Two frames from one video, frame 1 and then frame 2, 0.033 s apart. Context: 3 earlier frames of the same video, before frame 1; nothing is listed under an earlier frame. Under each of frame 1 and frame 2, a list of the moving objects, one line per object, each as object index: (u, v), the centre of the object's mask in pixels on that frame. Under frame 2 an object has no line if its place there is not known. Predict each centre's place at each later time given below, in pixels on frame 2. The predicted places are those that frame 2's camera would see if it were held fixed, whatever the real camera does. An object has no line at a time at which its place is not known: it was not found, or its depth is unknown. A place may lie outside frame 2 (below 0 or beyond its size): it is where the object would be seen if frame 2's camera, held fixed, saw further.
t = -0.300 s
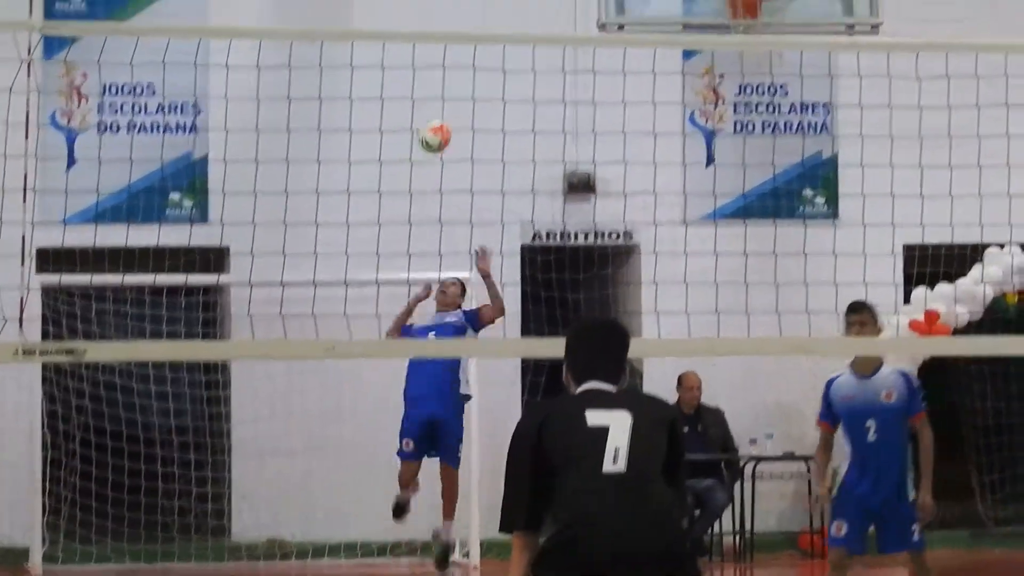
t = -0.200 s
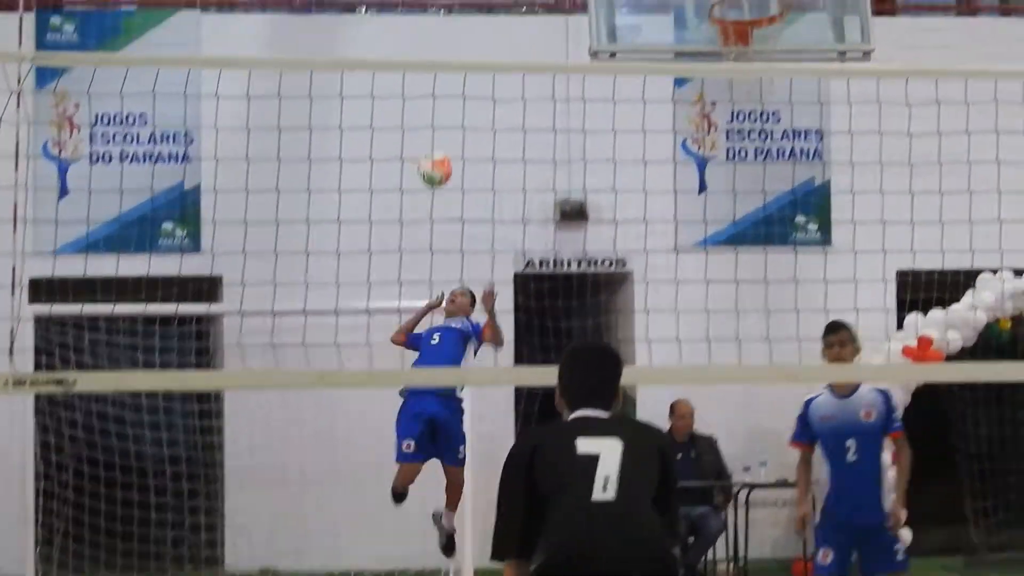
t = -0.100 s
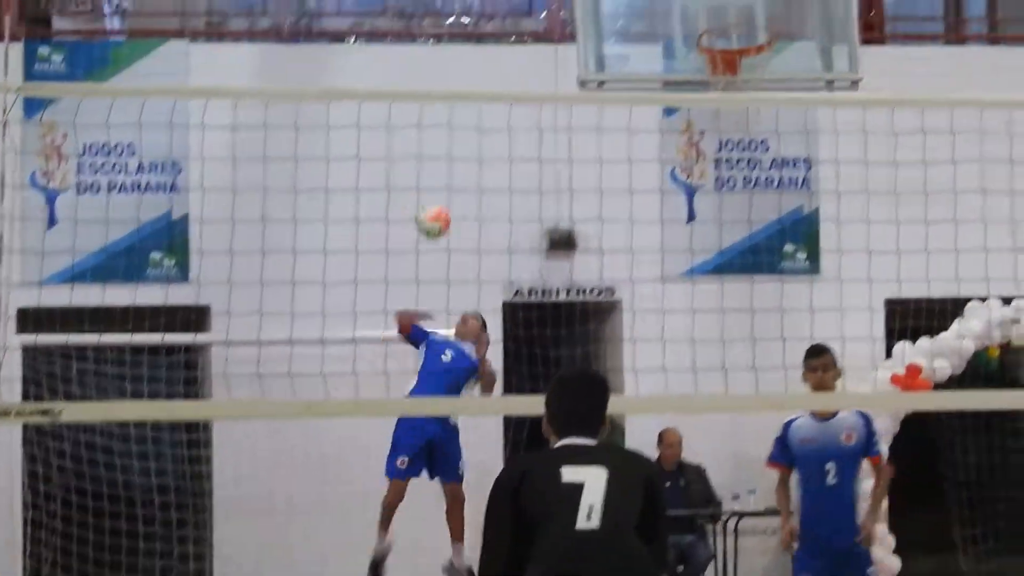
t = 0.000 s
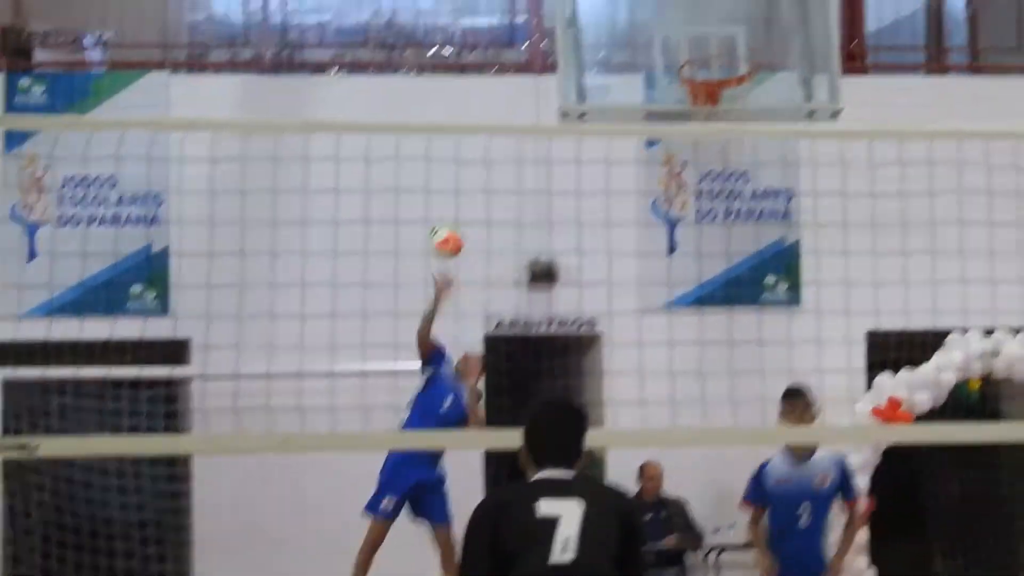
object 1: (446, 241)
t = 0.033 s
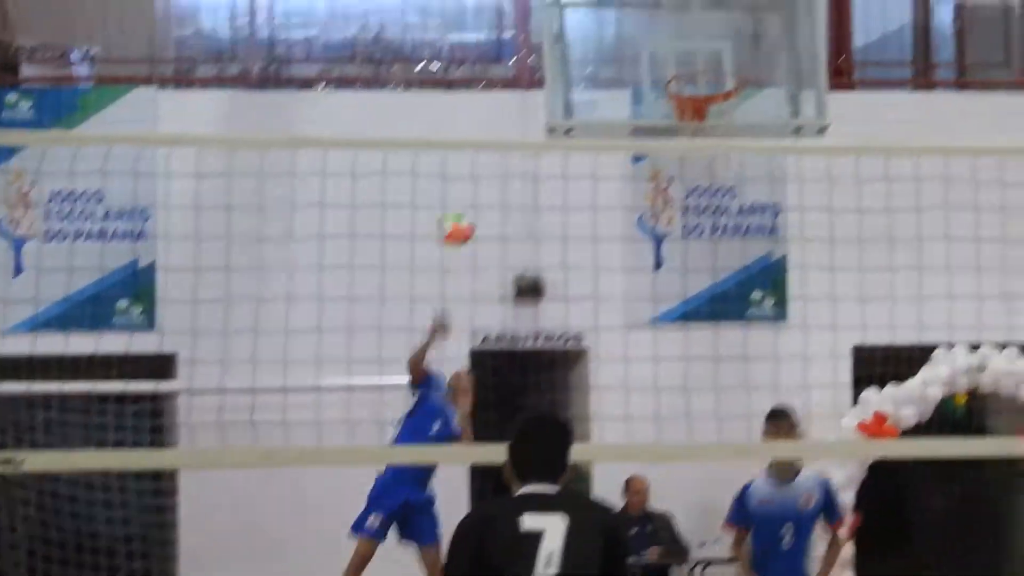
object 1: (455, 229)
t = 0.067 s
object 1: (479, 203)
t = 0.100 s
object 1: (503, 179)
